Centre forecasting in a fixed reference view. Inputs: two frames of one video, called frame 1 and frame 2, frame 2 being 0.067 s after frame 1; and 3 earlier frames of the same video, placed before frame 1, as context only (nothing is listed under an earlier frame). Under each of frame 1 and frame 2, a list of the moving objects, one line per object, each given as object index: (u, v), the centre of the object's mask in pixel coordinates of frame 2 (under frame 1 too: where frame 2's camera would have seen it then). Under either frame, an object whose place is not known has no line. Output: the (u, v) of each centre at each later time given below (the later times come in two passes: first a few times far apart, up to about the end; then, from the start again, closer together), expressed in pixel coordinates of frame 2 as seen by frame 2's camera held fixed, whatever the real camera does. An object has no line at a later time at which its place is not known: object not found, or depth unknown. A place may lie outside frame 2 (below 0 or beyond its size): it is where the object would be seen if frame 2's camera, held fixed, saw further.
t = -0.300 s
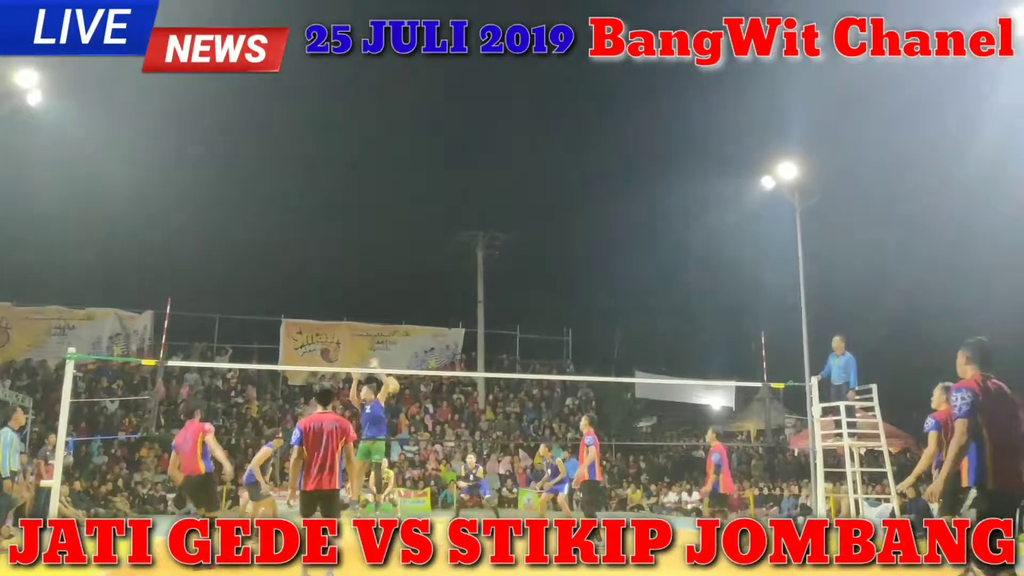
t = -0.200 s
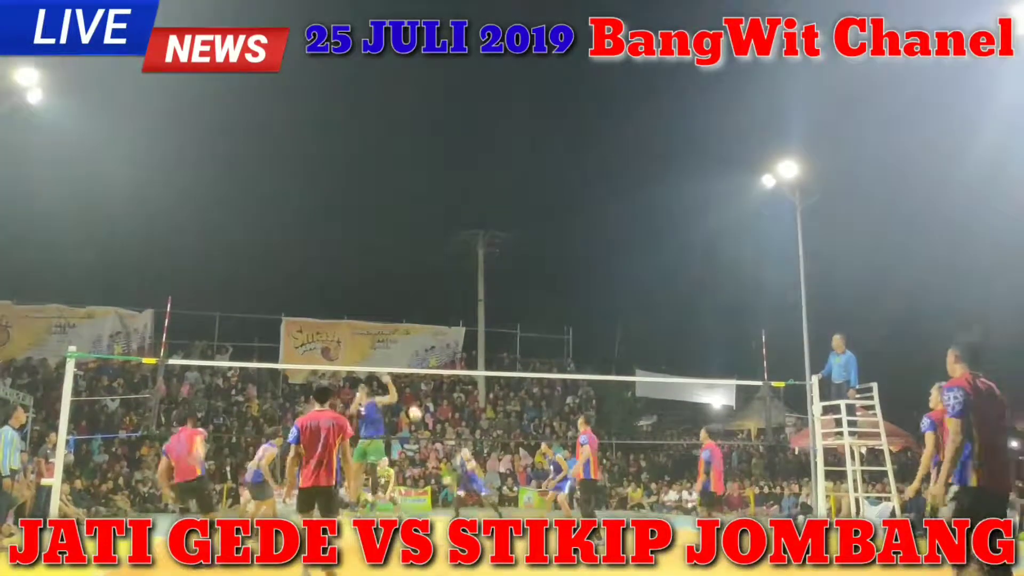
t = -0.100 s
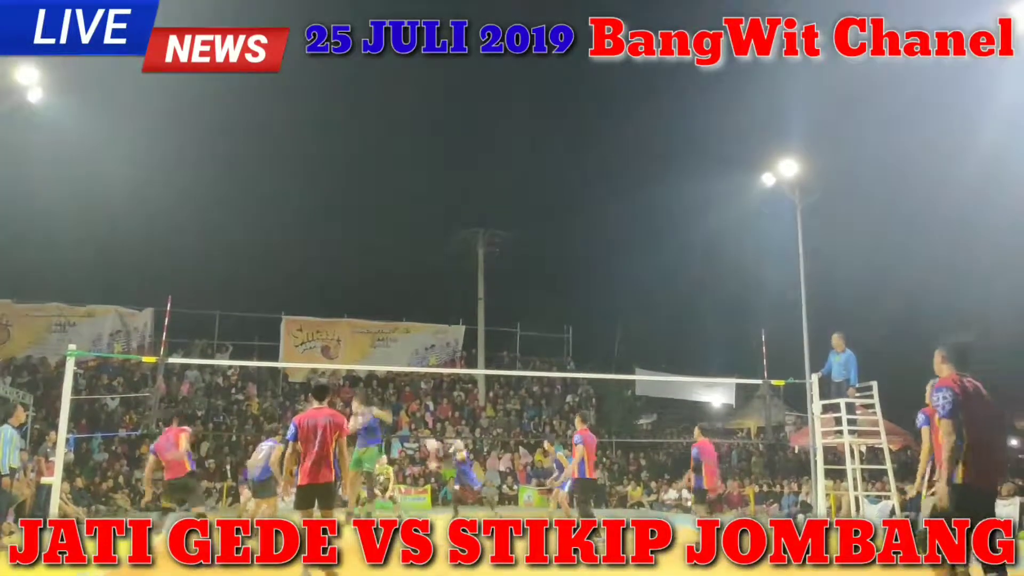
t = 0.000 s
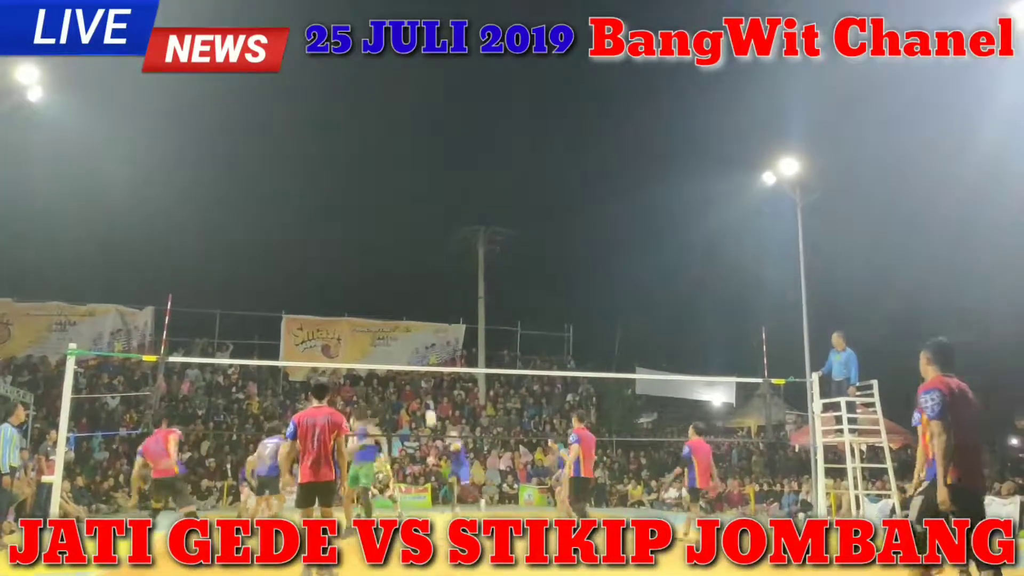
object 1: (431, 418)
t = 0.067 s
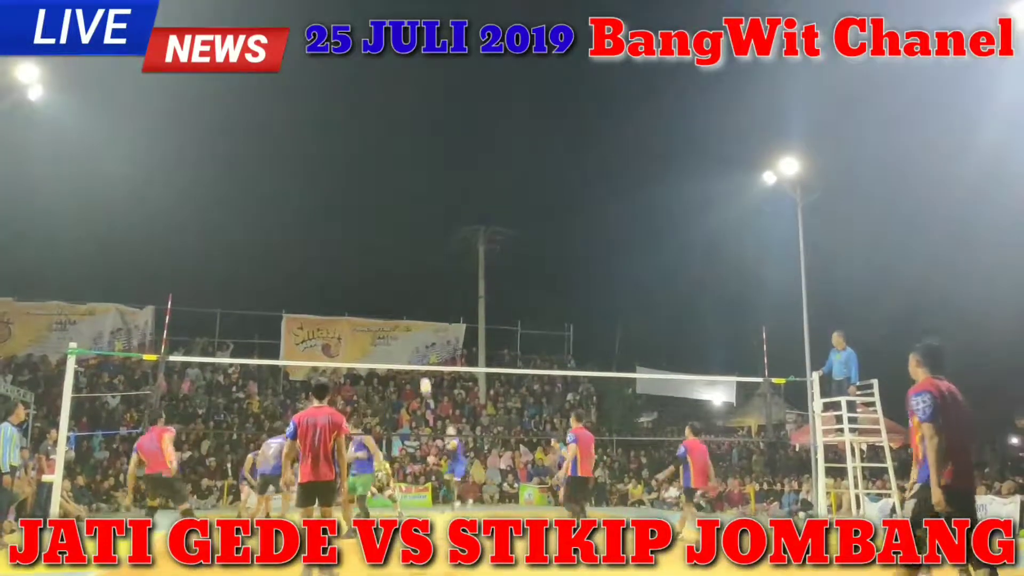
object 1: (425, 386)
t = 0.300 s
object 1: (408, 297)
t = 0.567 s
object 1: (390, 230)
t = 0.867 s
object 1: (370, 196)
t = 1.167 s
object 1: (352, 201)
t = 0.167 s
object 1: (417, 344)
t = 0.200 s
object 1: (414, 332)
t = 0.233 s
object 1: (412, 319)
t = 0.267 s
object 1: (410, 308)
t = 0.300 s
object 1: (408, 297)
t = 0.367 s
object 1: (403, 277)
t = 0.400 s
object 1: (401, 268)
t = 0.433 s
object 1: (399, 259)
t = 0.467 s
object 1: (396, 251)
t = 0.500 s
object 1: (393, 244)
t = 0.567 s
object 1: (390, 230)
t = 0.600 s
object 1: (387, 225)
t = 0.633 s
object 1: (385, 219)
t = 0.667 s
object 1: (383, 215)
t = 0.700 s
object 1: (381, 210)
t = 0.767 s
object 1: (377, 203)
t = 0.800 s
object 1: (374, 200)
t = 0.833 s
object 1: (372, 198)
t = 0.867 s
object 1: (370, 196)
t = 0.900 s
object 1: (368, 195)
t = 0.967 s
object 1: (364, 193)
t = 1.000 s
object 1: (361, 194)
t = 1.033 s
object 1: (360, 194)
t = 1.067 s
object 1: (358, 195)
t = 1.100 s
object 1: (356, 197)
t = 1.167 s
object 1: (352, 201)
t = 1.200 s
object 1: (350, 204)
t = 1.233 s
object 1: (349, 207)
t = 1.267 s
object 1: (347, 211)
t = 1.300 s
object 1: (344, 216)
